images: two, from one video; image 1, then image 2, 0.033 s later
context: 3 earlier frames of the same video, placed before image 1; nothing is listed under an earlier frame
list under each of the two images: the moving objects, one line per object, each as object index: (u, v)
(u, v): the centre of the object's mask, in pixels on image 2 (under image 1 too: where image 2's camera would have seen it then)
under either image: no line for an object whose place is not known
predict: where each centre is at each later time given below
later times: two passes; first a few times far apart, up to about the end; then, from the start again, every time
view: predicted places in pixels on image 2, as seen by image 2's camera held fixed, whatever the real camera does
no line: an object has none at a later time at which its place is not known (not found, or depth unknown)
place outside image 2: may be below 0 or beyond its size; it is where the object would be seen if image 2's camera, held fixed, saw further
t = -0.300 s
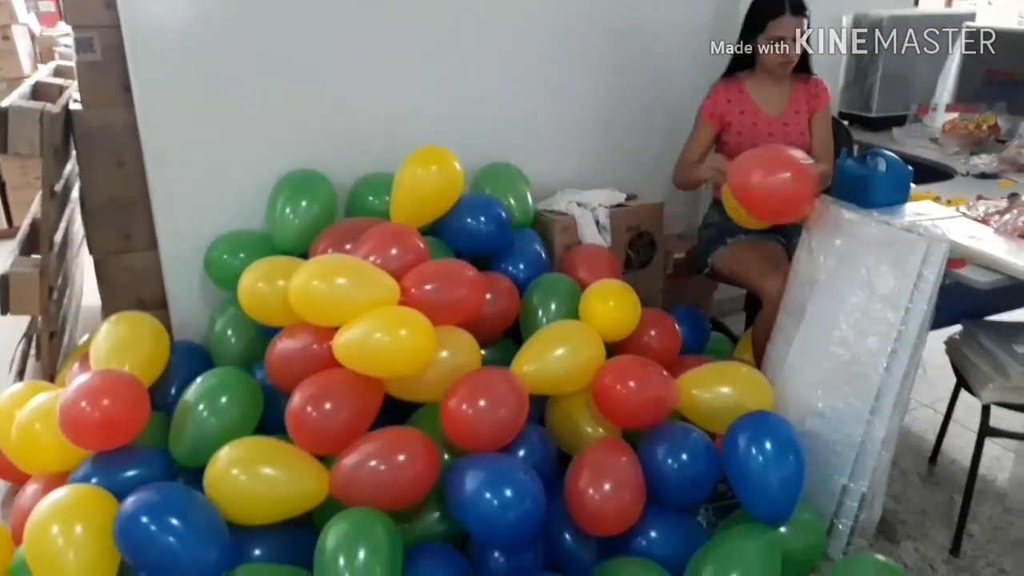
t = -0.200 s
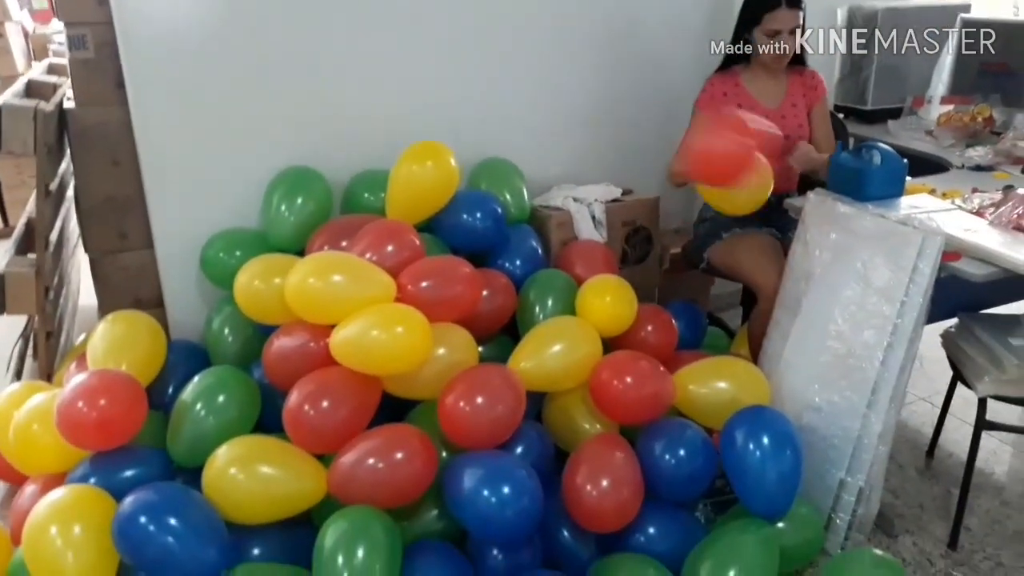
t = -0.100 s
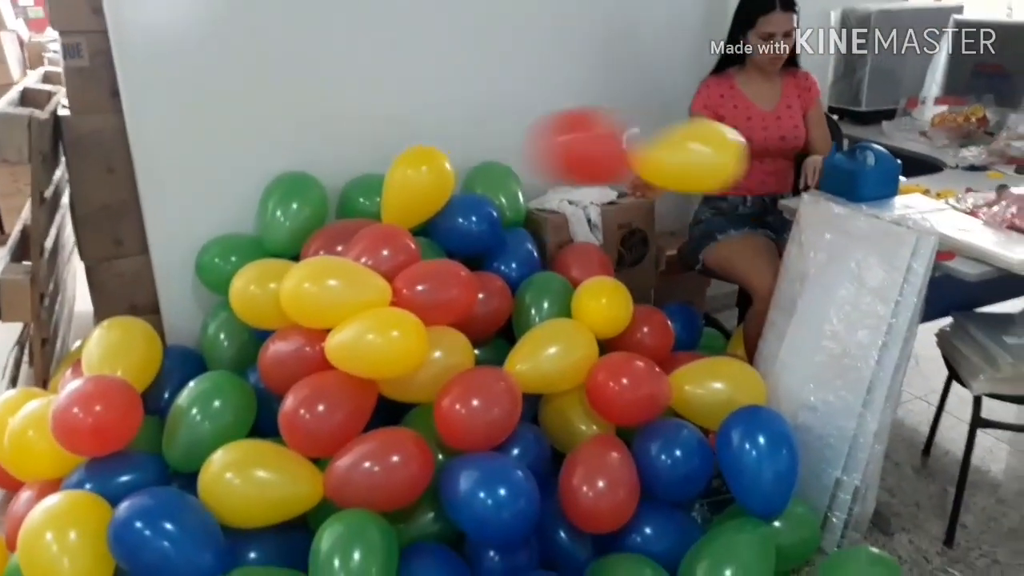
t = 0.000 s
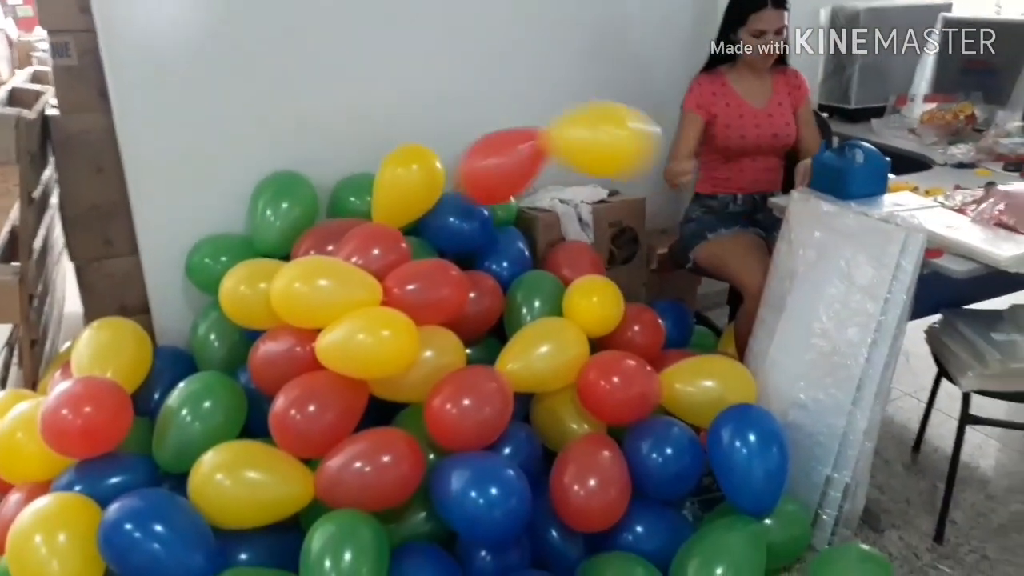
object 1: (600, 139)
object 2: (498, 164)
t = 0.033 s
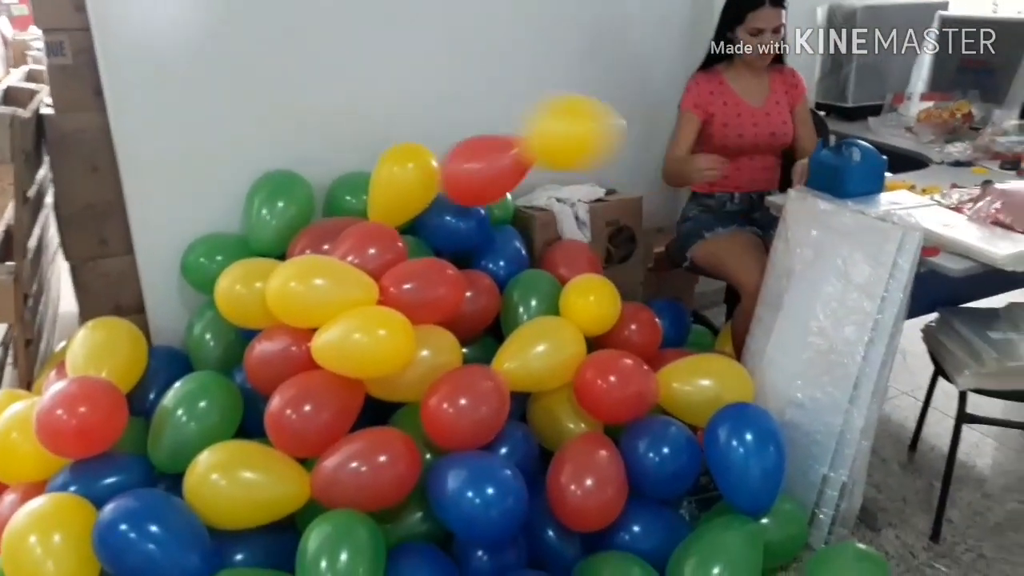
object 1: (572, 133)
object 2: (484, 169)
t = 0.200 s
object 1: (431, 118)
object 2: (471, 172)
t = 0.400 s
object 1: (339, 109)
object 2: (434, 144)
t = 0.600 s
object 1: (281, 104)
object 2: (392, 136)
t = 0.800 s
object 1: (244, 108)
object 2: (353, 143)
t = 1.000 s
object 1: (216, 123)
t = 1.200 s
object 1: (196, 152)
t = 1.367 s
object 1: (179, 185)
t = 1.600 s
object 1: (165, 225)
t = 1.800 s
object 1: (148, 246)
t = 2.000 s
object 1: (139, 273)
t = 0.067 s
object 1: (531, 131)
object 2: (470, 175)
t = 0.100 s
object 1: (499, 130)
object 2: (466, 182)
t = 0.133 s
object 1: (475, 126)
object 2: (468, 184)
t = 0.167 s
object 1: (452, 121)
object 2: (472, 179)
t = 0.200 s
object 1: (431, 118)
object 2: (471, 172)
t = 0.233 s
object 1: (411, 116)
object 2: (467, 166)
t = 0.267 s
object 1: (395, 115)
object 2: (461, 161)
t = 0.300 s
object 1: (381, 114)
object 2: (455, 154)
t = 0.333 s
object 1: (369, 114)
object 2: (447, 149)
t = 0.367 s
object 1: (354, 112)
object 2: (440, 146)
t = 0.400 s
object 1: (339, 109)
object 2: (434, 144)
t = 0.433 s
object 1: (325, 108)
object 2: (427, 143)
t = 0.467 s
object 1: (315, 108)
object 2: (420, 141)
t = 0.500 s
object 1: (306, 107)
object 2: (412, 139)
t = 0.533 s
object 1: (298, 105)
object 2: (405, 137)
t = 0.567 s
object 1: (289, 104)
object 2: (398, 136)
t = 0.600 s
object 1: (281, 104)
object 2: (392, 136)
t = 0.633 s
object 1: (273, 104)
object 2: (386, 137)
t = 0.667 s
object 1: (266, 104)
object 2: (379, 138)
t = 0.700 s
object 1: (261, 105)
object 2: (371, 138)
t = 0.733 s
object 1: (257, 106)
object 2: (364, 139)
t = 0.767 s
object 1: (250, 107)
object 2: (358, 141)
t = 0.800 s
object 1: (244, 108)
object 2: (353, 143)
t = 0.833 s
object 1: (238, 109)
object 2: (347, 146)
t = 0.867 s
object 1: (232, 111)
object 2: (341, 148)
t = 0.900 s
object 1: (228, 114)
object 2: (334, 151)
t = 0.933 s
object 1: (224, 117)
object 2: (326, 154)
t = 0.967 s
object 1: (220, 120)
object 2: (320, 158)
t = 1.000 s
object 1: (216, 123)
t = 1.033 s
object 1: (210, 125)
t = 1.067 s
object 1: (208, 130)
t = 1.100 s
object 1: (207, 137)
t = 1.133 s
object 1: (205, 142)
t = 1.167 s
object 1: (200, 146)
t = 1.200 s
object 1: (196, 152)
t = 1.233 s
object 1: (192, 158)
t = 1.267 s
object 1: (188, 164)
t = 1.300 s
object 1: (185, 171)
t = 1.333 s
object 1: (182, 177)
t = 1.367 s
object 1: (179, 185)
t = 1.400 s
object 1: (176, 192)
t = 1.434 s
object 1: (175, 199)
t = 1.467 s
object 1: (175, 205)
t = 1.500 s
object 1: (175, 212)
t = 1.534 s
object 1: (174, 219)
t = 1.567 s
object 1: (170, 222)
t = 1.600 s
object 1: (165, 225)
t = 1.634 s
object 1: (161, 227)
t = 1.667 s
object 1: (157, 230)
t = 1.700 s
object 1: (155, 232)
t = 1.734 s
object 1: (153, 236)
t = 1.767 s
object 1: (150, 242)
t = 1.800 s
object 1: (148, 246)
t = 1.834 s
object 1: (147, 250)
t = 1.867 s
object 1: (145, 255)
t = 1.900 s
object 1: (144, 259)
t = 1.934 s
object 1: (143, 263)
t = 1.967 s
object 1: (141, 267)
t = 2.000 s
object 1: (139, 273)
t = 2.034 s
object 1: (137, 278)
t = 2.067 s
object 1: (136, 281)
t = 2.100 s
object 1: (137, 281)
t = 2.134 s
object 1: (136, 282)
